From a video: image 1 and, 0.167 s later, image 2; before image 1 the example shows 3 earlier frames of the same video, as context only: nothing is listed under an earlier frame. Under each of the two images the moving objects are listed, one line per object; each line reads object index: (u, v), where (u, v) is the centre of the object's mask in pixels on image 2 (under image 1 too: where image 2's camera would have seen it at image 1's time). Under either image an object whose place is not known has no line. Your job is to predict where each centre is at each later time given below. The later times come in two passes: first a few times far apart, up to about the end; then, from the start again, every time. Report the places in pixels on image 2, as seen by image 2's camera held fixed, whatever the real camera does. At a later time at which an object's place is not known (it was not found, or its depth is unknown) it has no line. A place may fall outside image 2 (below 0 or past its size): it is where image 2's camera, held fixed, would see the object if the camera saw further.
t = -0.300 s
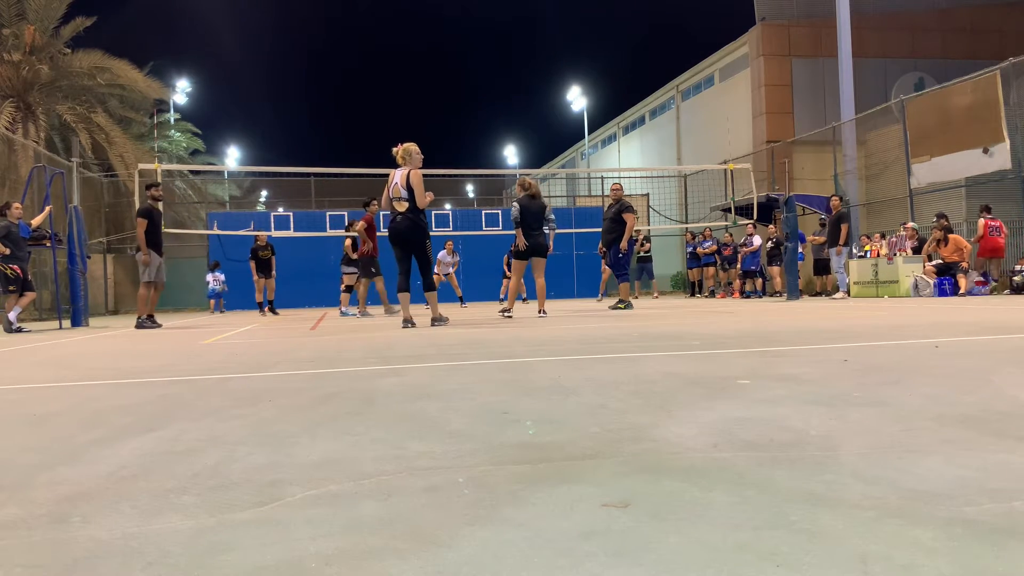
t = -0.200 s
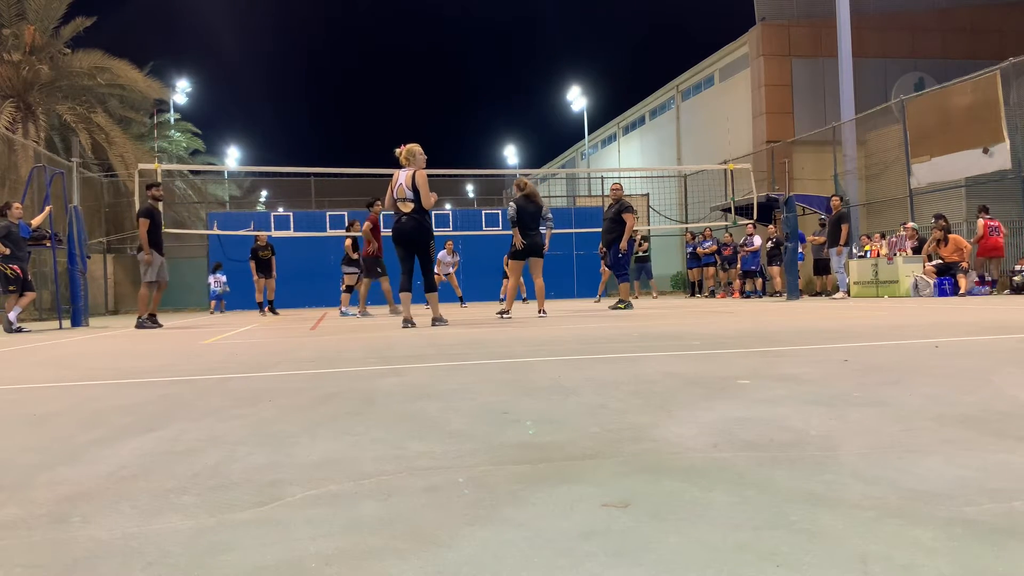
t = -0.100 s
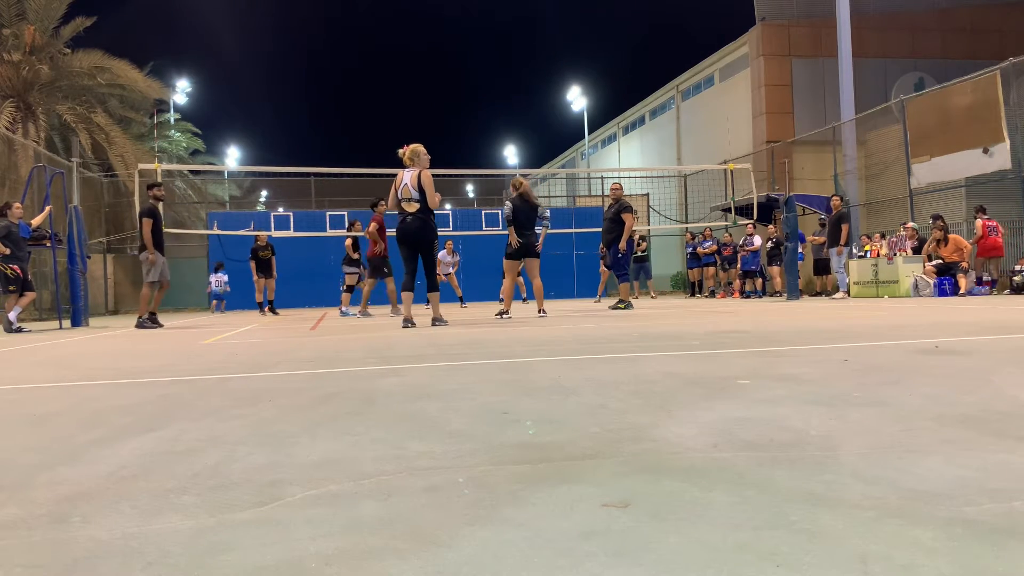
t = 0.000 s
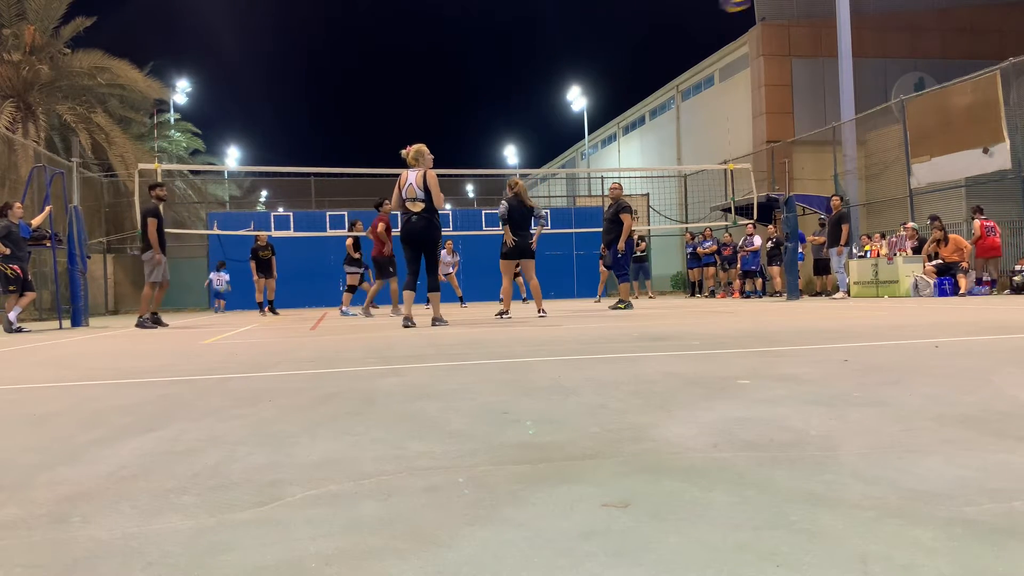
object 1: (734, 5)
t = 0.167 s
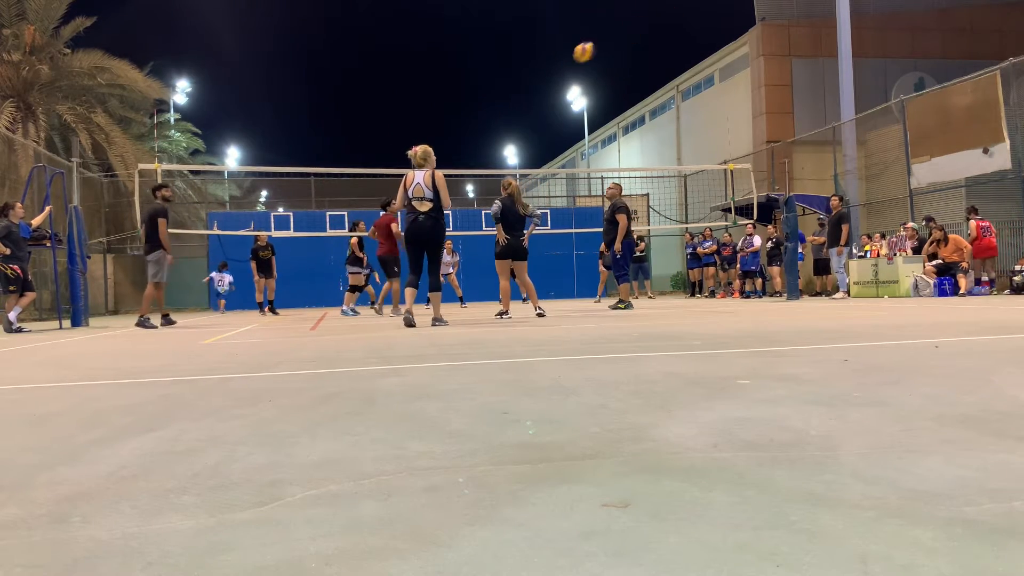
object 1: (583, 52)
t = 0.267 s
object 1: (525, 85)
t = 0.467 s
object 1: (448, 147)
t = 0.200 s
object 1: (562, 63)
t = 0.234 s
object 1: (543, 74)
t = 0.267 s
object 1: (525, 85)
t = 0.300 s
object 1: (509, 95)
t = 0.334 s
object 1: (494, 106)
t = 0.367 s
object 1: (481, 116)
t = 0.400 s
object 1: (469, 127)
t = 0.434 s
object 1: (458, 137)
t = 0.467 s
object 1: (448, 147)
